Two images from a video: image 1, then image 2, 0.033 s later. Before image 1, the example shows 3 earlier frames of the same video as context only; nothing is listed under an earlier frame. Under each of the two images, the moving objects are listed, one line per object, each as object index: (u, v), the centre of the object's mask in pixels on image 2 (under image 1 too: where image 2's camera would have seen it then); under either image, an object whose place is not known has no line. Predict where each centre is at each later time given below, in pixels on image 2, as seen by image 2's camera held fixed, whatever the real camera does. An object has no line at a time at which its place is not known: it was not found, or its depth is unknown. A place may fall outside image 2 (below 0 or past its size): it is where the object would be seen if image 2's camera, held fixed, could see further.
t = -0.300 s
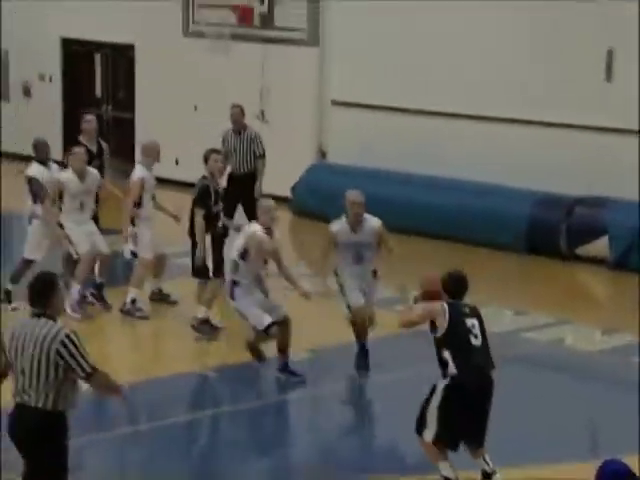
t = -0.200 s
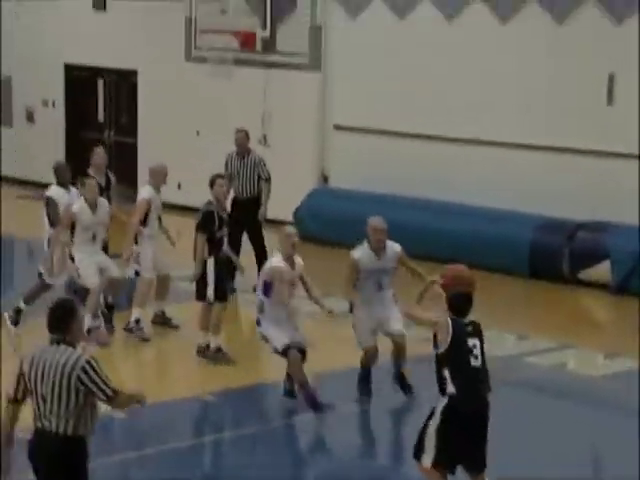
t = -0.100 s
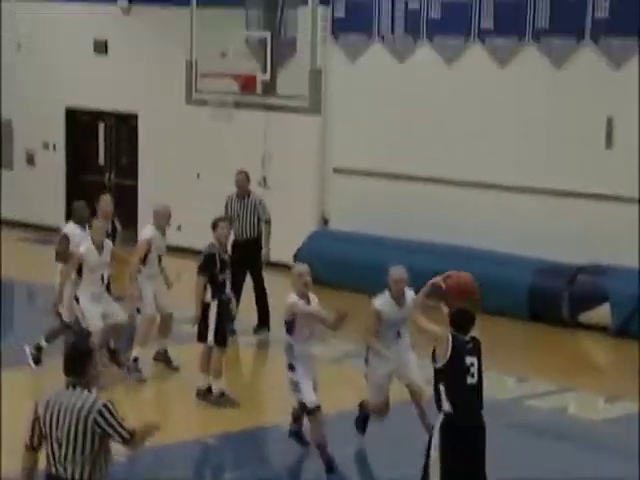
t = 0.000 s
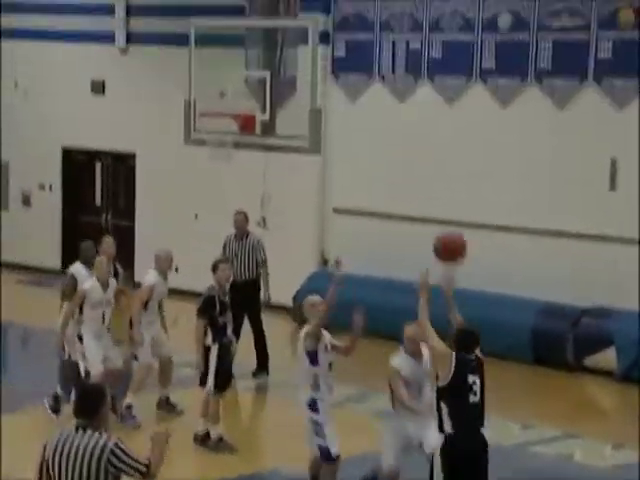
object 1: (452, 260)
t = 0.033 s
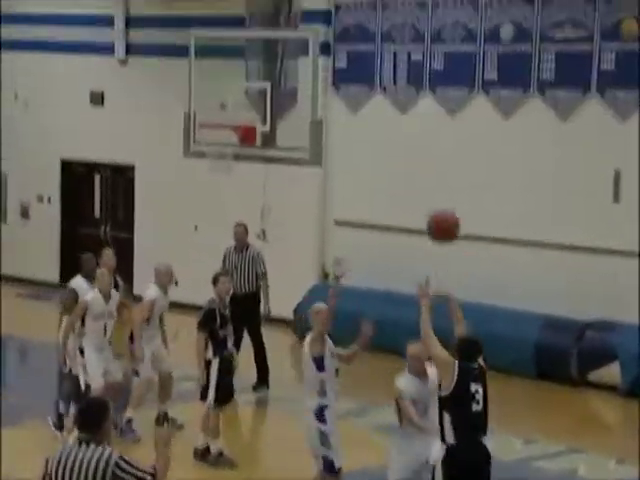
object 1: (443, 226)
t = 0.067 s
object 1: (434, 195)
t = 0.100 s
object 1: (426, 166)
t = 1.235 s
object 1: (217, 124)
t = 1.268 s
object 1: (213, 140)
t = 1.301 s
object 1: (211, 151)
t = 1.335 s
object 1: (210, 153)
